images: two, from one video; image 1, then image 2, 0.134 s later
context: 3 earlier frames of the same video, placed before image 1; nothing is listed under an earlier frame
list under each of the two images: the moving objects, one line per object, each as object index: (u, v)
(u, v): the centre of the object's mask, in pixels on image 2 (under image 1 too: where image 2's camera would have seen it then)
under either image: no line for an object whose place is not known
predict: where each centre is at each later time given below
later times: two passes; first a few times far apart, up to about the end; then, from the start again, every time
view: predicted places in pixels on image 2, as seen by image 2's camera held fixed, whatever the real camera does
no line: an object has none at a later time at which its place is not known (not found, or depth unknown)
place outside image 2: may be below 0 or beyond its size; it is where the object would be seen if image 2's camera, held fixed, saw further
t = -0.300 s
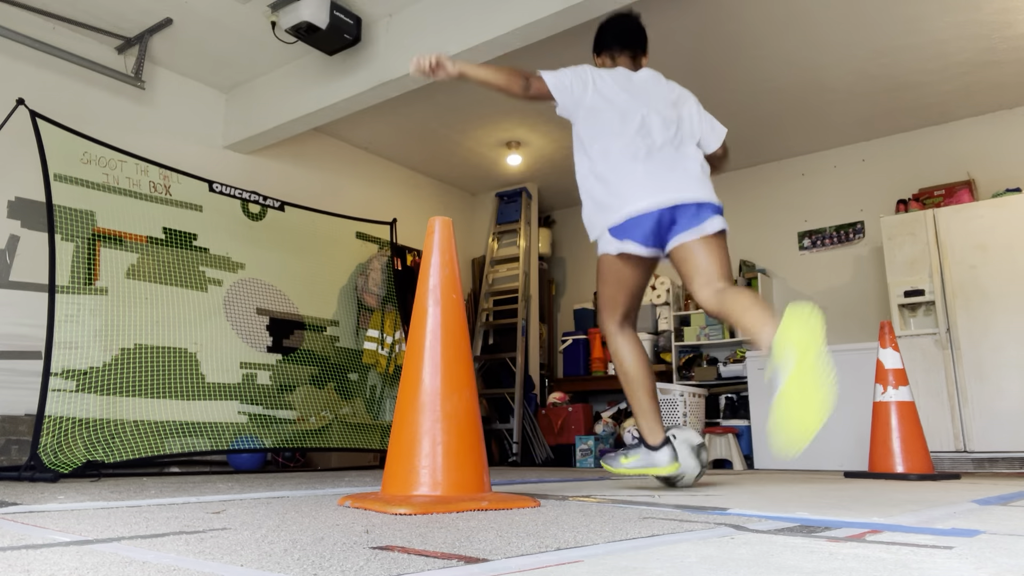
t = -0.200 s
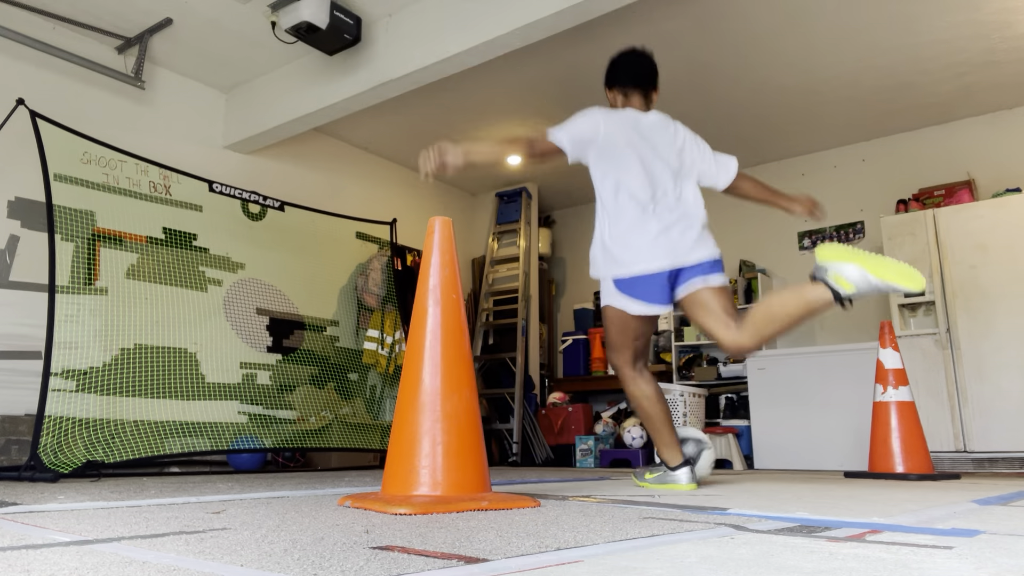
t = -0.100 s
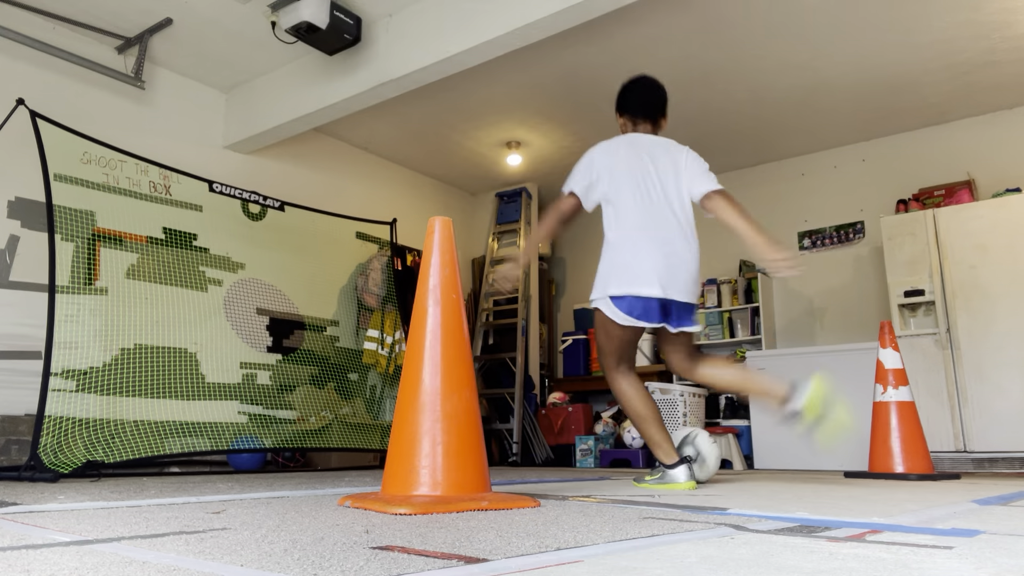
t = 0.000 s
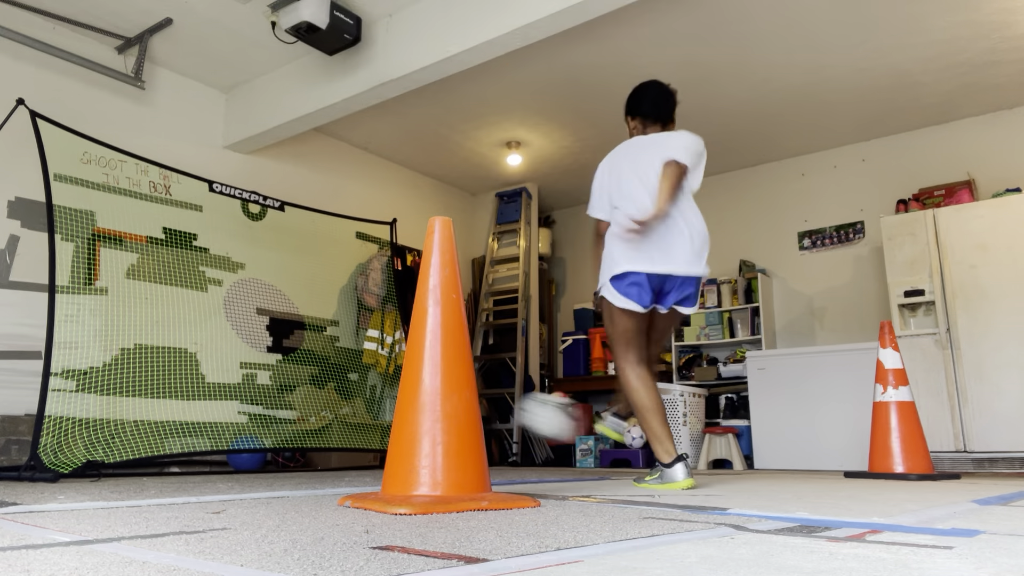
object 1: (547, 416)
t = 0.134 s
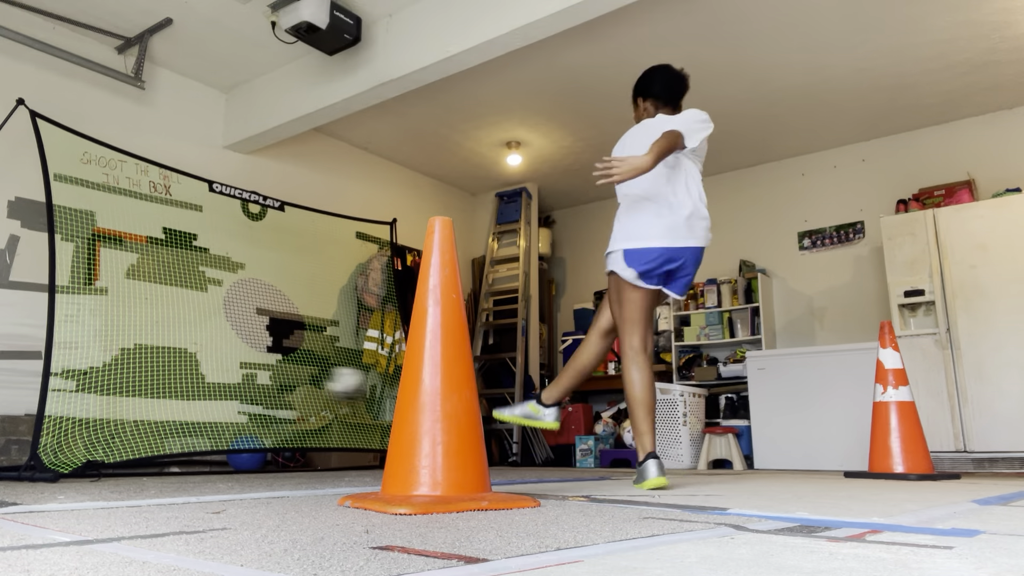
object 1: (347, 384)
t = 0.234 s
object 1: (289, 381)
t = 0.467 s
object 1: (350, 271)
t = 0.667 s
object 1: (431, 204)
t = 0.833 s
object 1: (514, 198)
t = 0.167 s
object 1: (312, 382)
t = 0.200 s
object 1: (293, 382)
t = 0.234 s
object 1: (289, 381)
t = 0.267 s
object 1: (290, 373)
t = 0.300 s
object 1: (297, 359)
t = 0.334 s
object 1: (305, 341)
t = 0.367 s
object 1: (314, 322)
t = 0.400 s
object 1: (326, 304)
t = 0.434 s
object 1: (338, 287)
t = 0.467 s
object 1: (350, 271)
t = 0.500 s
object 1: (363, 256)
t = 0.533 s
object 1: (375, 244)
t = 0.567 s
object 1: (389, 232)
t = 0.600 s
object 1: (403, 222)
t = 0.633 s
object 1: (416, 212)
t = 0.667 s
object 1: (431, 204)
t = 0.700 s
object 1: (447, 200)
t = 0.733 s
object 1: (463, 197)
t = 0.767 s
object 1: (478, 195)
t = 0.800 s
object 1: (496, 196)
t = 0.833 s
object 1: (514, 198)
